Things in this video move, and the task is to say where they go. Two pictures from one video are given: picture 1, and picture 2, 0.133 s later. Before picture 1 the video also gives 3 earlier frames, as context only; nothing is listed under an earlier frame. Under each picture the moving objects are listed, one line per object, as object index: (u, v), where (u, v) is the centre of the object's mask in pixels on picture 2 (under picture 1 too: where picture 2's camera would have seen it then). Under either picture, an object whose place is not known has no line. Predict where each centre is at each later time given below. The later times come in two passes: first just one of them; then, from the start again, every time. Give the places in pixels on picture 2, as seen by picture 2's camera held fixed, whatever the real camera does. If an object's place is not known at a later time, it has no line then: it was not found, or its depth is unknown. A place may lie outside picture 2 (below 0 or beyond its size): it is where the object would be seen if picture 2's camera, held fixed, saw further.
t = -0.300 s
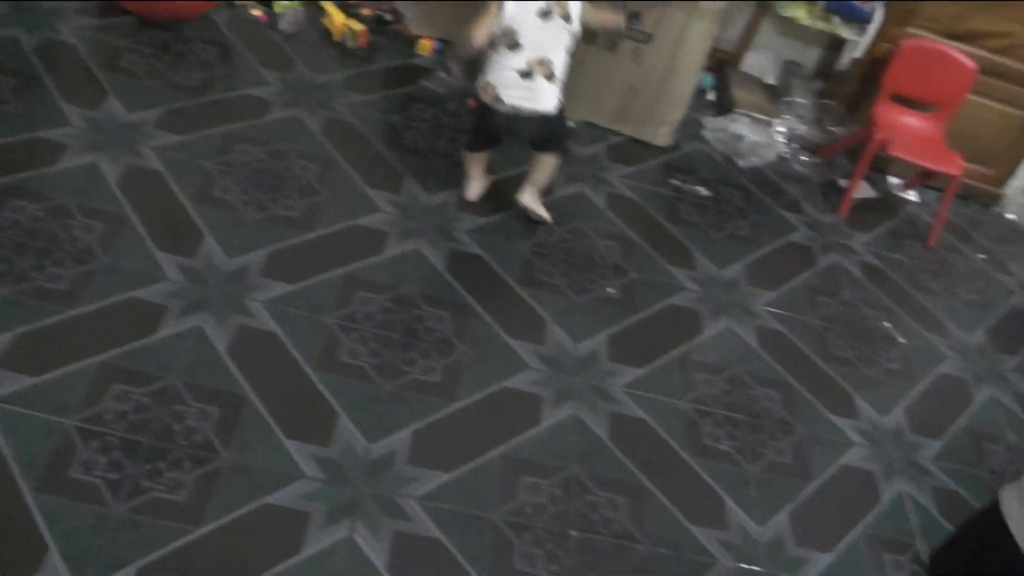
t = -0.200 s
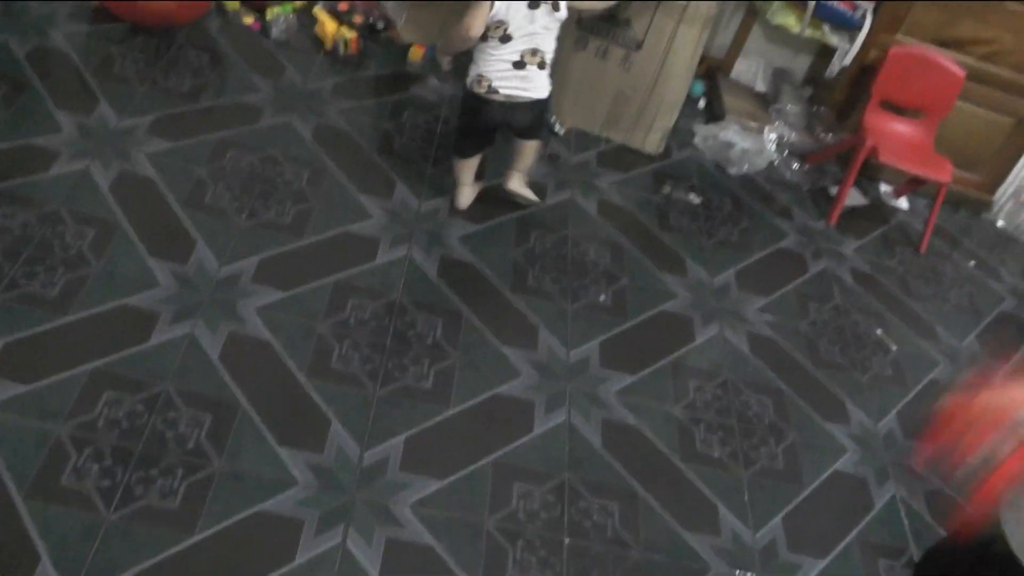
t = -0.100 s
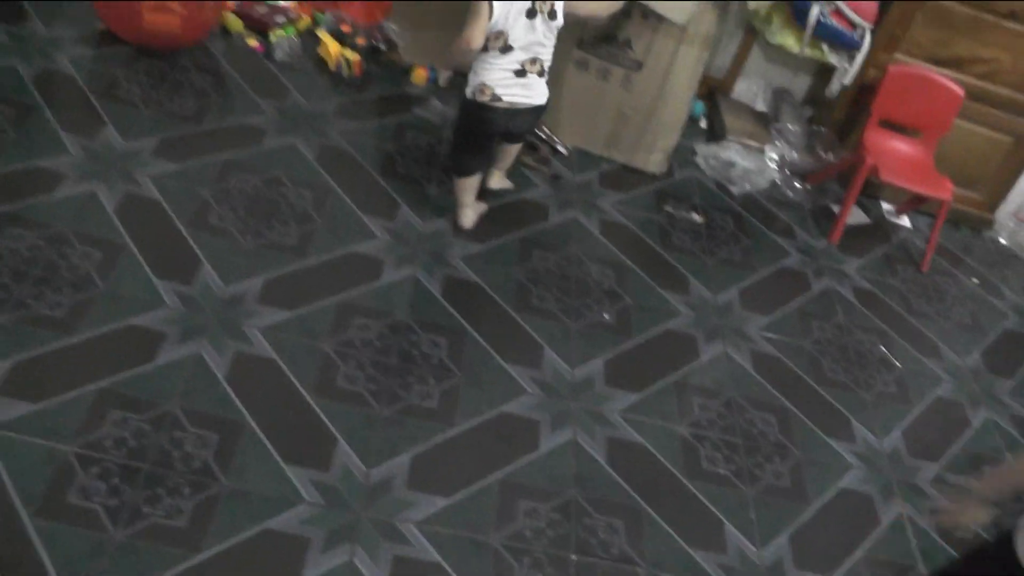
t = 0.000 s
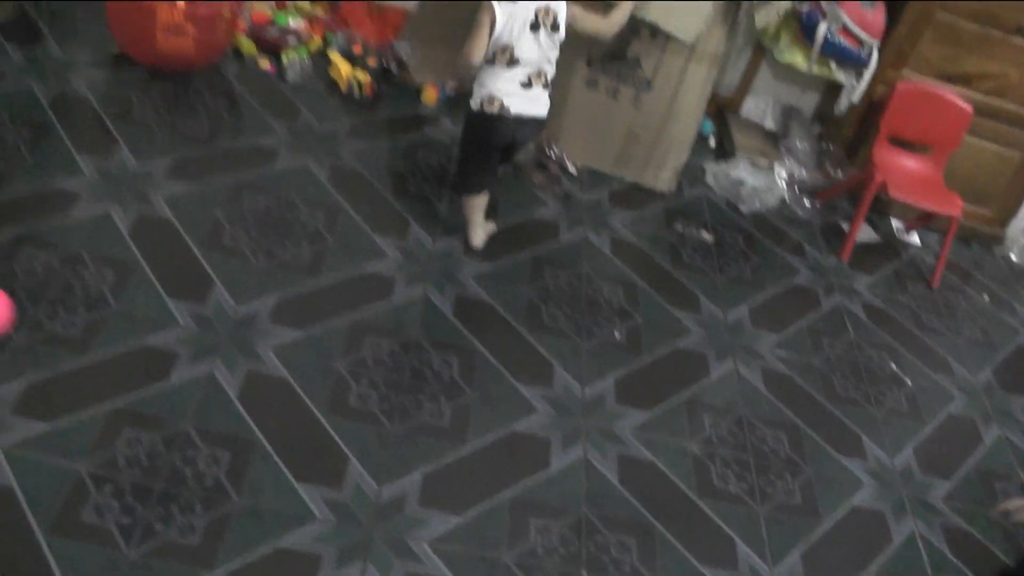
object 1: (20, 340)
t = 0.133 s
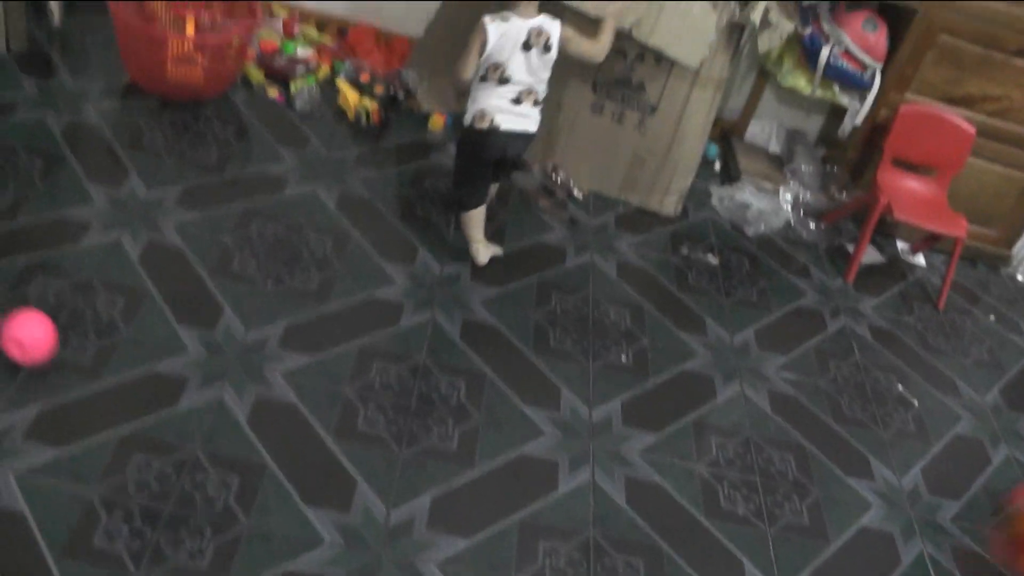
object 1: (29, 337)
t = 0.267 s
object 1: (58, 335)
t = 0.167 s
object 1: (37, 336)
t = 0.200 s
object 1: (44, 336)
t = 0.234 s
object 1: (51, 335)
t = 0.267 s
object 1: (58, 335)
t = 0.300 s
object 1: (65, 333)
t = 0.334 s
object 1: (71, 333)
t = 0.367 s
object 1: (78, 332)
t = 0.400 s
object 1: (84, 331)
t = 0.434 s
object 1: (91, 330)
